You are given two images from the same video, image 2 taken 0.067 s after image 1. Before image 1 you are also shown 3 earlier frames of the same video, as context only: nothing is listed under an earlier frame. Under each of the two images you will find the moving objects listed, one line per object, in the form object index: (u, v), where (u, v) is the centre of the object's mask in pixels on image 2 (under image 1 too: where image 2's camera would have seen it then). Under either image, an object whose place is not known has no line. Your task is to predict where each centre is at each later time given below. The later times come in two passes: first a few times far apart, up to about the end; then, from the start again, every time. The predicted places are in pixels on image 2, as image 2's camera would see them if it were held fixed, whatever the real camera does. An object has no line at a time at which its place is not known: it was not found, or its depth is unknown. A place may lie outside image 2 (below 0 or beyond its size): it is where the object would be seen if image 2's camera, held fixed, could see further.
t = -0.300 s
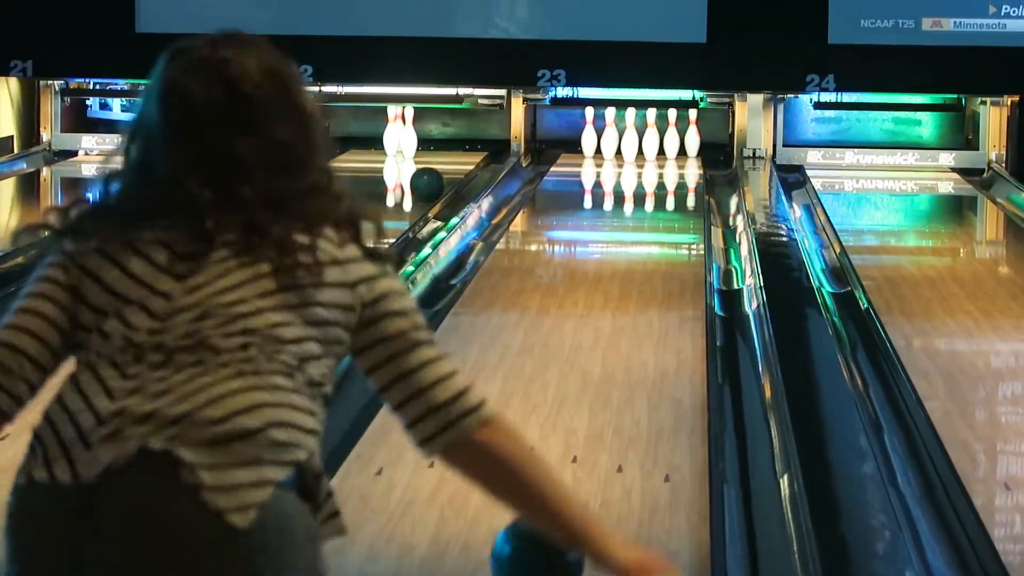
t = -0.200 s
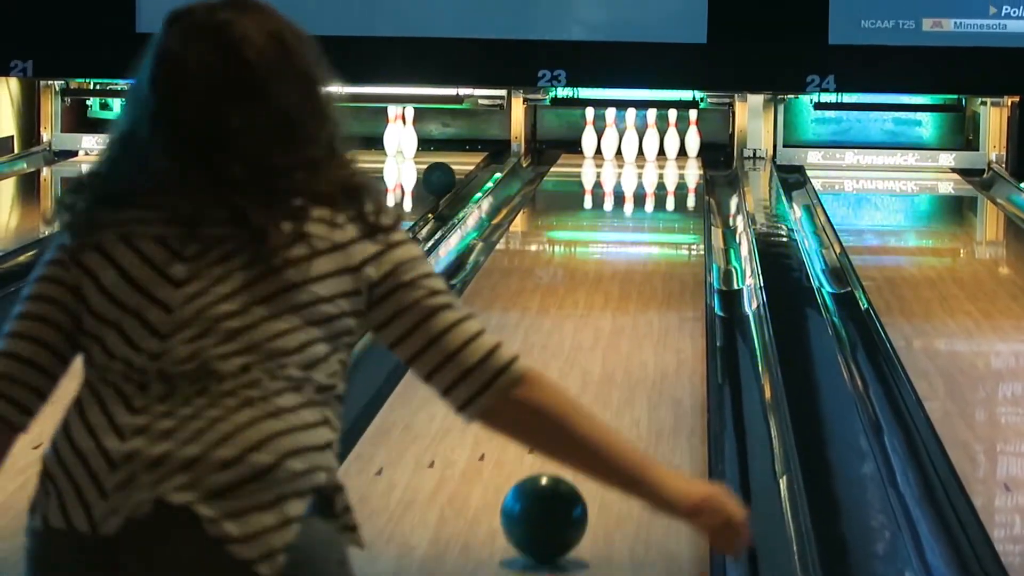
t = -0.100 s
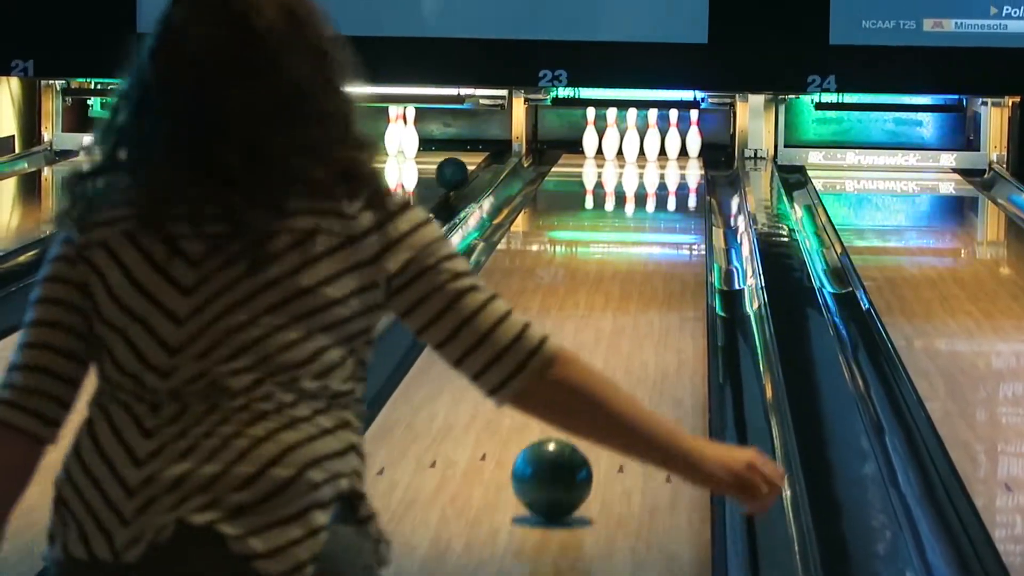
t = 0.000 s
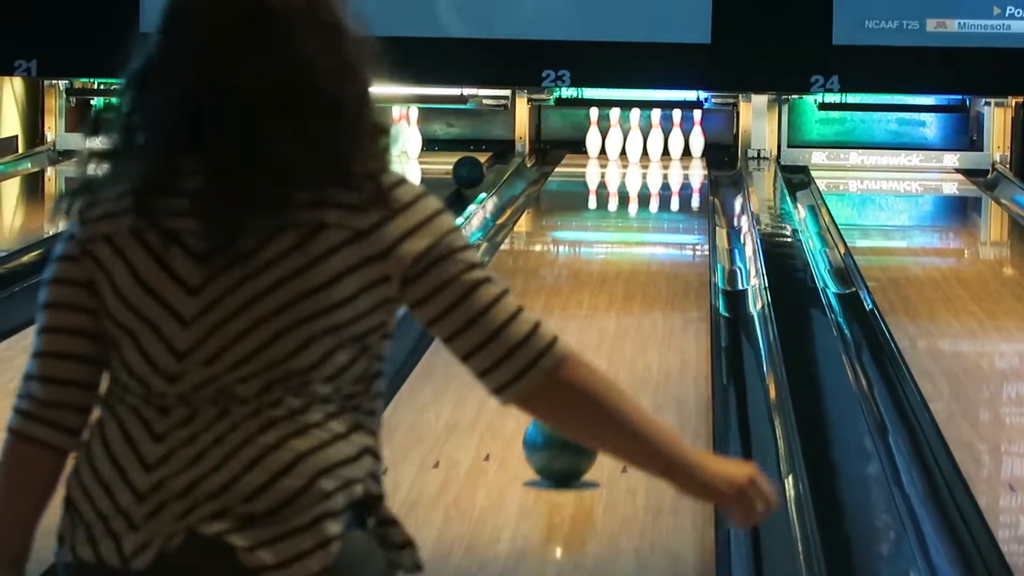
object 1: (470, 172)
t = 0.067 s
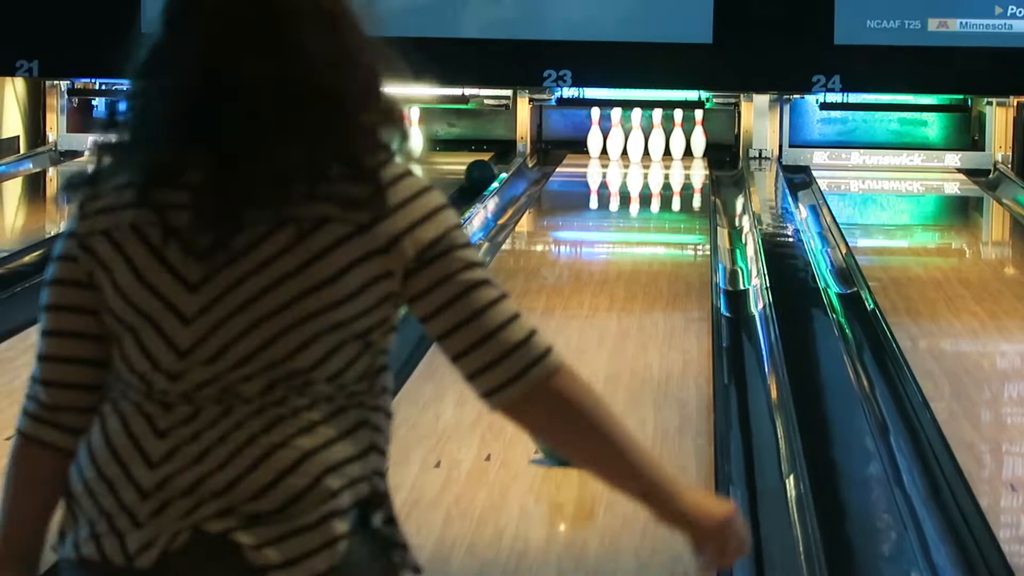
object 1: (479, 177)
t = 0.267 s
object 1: (490, 165)
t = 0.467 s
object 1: (497, 157)
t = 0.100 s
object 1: (483, 172)
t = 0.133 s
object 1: (483, 170)
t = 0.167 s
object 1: (483, 169)
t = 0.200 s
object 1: (484, 167)
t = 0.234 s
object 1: (486, 167)
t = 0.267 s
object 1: (490, 165)
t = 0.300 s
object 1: (492, 164)
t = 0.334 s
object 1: (494, 163)
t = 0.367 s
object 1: (494, 162)
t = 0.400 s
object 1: (495, 160)
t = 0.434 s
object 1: (496, 160)
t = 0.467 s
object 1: (497, 157)
